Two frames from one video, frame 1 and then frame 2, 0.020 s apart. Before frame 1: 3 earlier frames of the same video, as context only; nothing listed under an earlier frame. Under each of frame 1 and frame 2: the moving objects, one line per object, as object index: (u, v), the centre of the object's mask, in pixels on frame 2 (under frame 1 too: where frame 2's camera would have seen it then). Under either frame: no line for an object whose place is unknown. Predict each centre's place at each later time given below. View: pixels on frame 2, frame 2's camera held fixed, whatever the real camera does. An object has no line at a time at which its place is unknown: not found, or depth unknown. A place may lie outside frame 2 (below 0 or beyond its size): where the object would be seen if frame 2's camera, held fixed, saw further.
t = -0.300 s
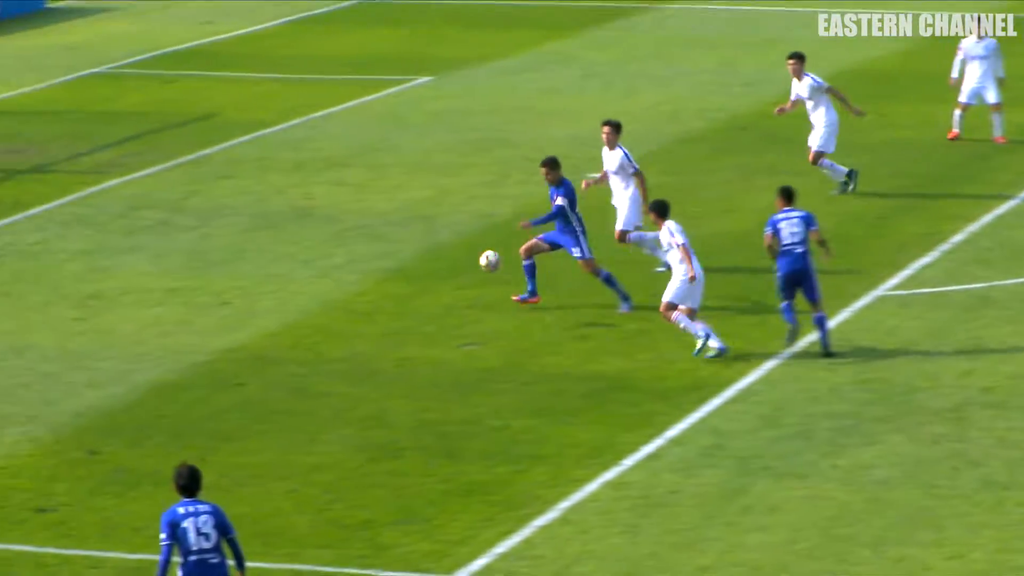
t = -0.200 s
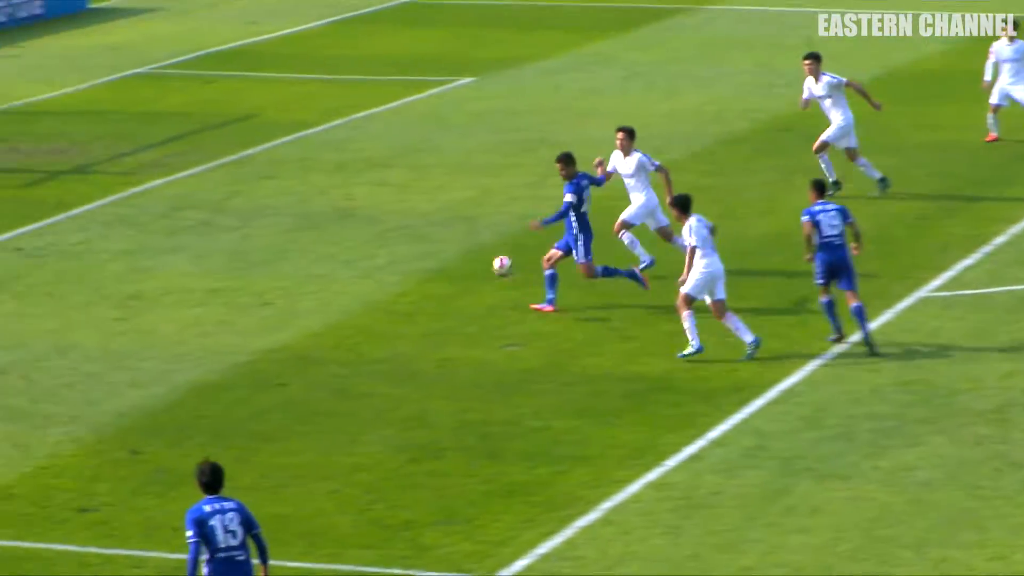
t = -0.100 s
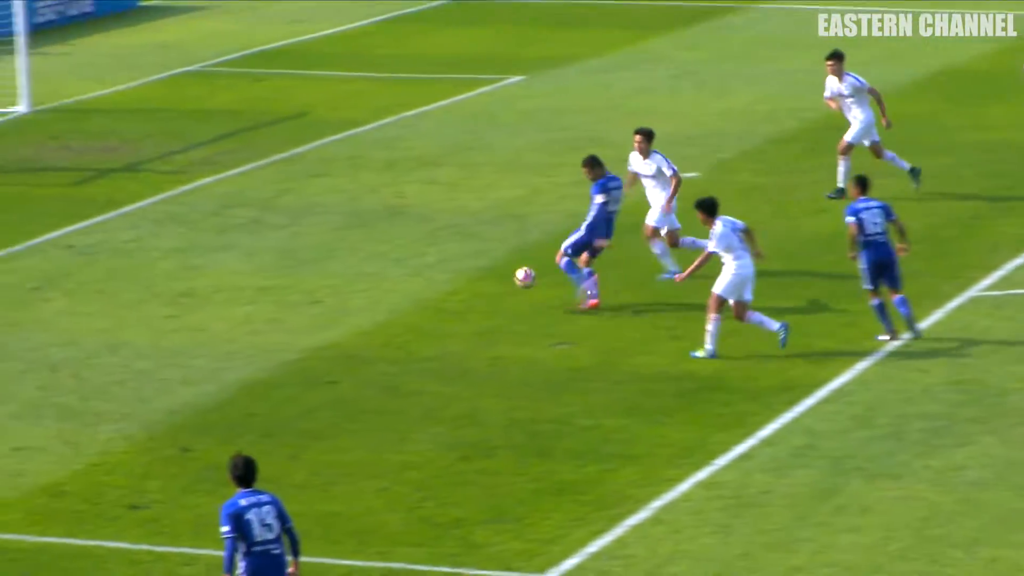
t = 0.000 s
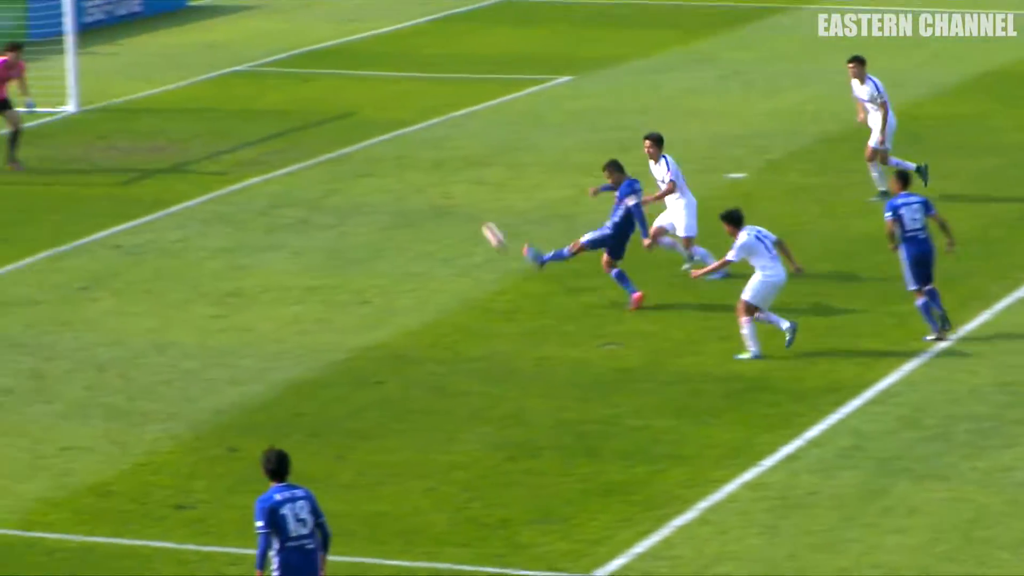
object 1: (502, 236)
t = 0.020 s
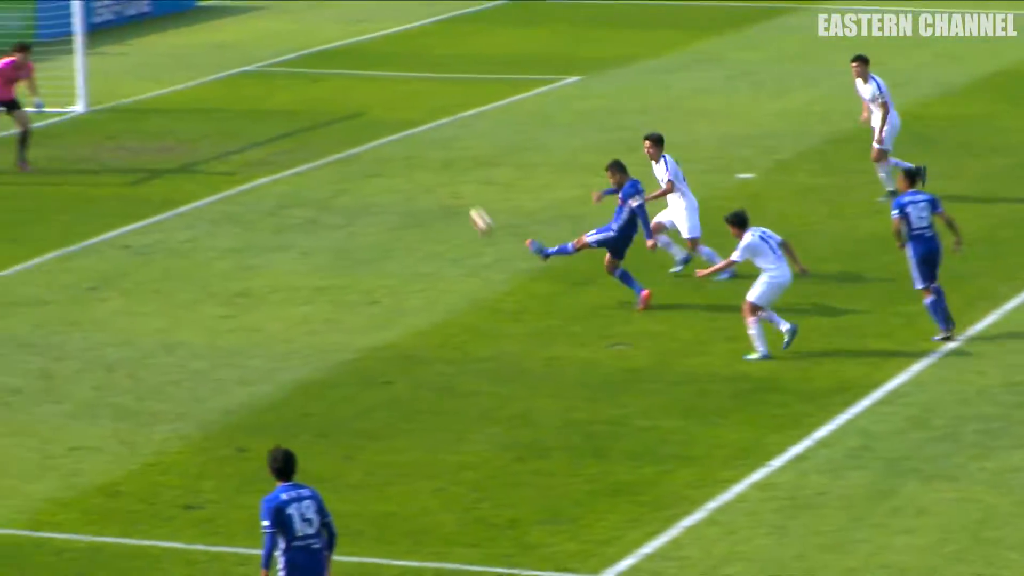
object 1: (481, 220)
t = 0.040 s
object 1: (459, 206)
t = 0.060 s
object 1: (439, 192)
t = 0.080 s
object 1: (420, 179)
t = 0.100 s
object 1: (402, 166)
